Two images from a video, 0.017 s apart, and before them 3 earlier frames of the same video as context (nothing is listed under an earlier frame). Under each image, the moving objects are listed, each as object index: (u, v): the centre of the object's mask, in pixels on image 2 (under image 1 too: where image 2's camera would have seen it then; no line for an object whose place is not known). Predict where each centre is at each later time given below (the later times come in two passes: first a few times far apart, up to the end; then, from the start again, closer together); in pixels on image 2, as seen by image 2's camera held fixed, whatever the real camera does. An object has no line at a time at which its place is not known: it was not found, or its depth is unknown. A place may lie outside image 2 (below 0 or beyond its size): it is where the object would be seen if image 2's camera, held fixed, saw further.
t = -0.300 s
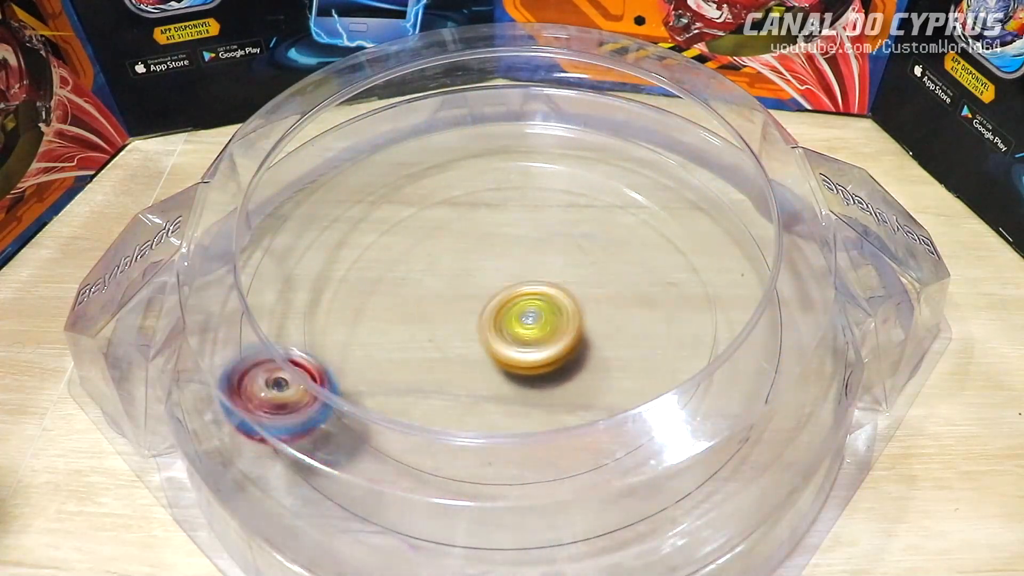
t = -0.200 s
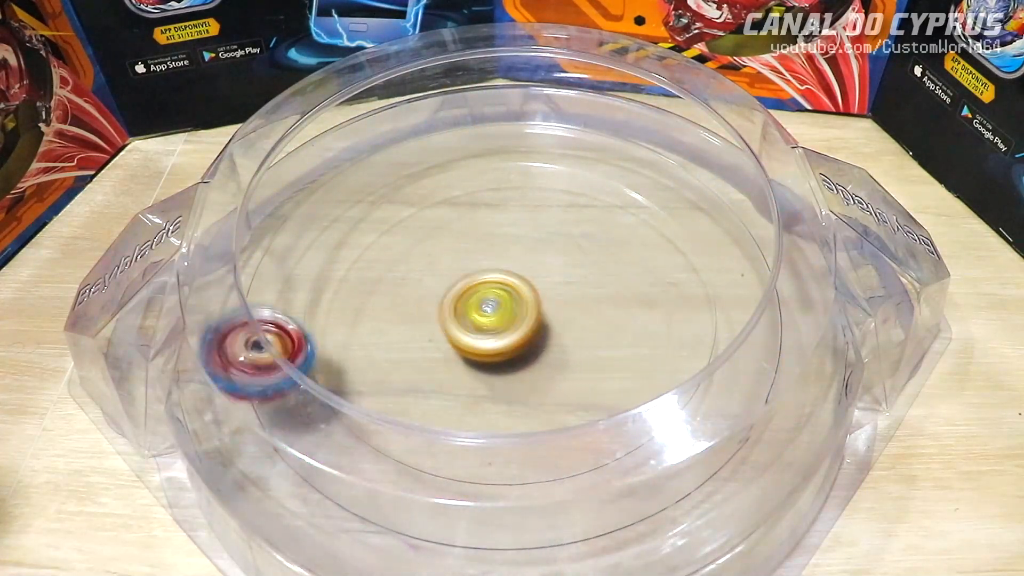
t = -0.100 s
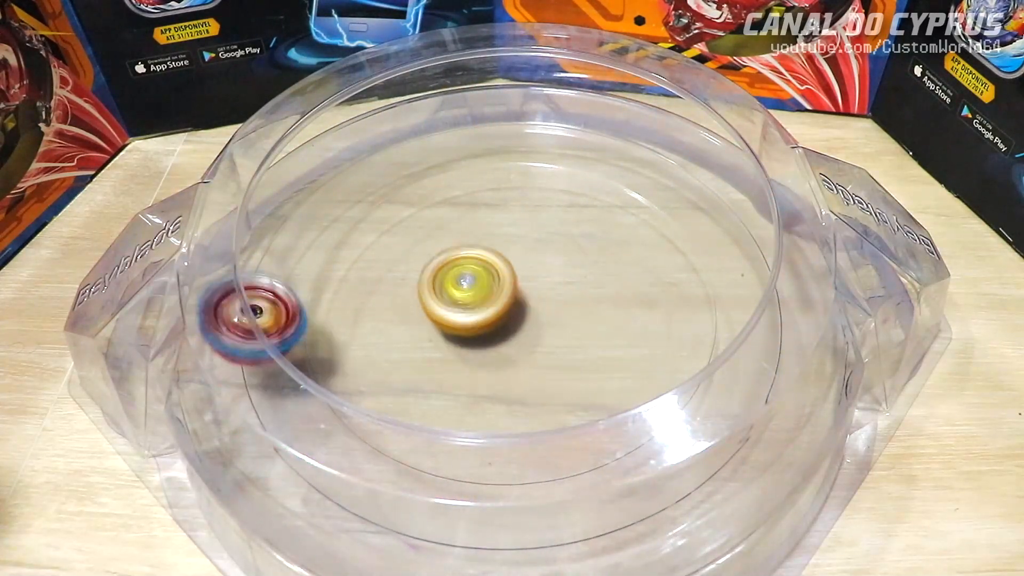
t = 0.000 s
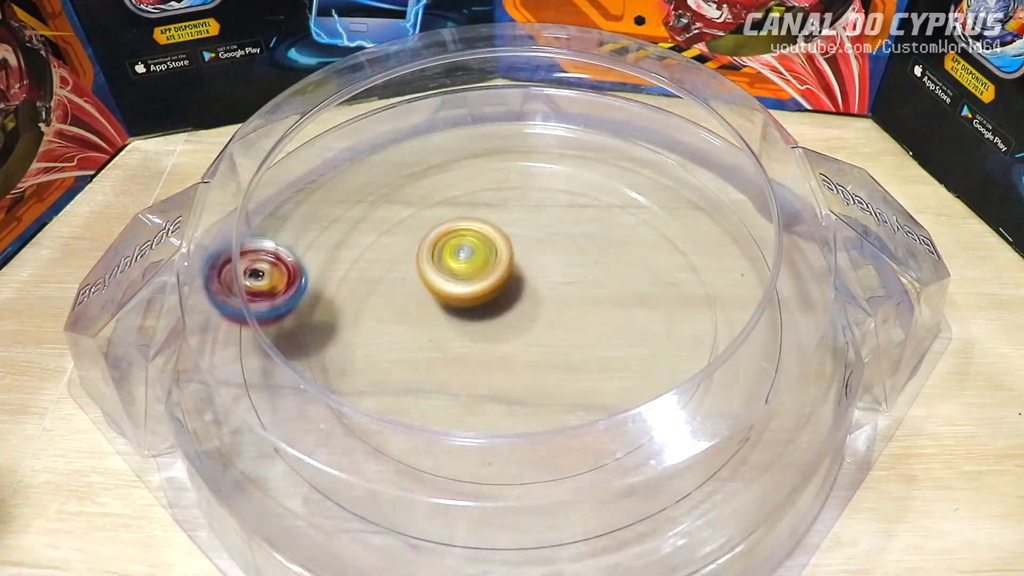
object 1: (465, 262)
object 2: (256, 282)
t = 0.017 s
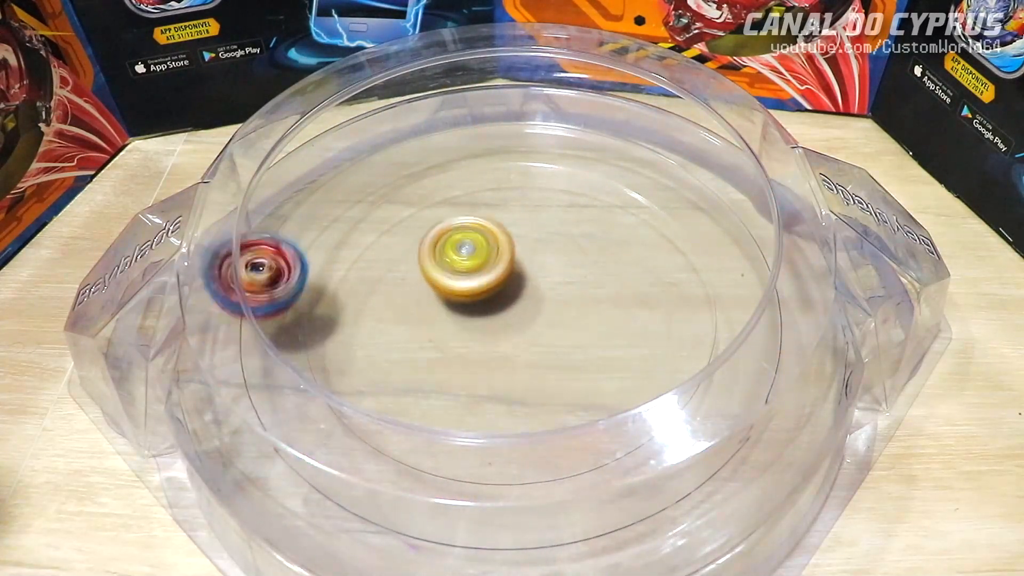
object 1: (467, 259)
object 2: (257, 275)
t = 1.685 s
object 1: (475, 331)
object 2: (749, 279)
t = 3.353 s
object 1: (480, 341)
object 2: (284, 250)
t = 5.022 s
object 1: (448, 258)
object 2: (546, 287)
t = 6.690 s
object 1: (540, 207)
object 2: (548, 339)
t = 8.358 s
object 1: (473, 270)
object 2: (568, 305)
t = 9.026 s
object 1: (449, 288)
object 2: (582, 316)
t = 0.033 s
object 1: (469, 254)
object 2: (258, 268)
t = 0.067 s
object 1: (475, 246)
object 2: (262, 255)
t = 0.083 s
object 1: (478, 243)
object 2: (264, 247)
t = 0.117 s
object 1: (487, 238)
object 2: (267, 238)
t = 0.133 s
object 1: (492, 235)
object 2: (271, 235)
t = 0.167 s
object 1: (501, 233)
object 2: (277, 229)
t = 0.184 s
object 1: (507, 234)
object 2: (283, 225)
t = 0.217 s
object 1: (516, 237)
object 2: (287, 216)
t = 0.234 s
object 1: (522, 239)
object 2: (290, 210)
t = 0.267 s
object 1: (531, 247)
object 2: (300, 200)
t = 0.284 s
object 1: (535, 251)
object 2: (305, 194)
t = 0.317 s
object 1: (541, 261)
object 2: (315, 185)
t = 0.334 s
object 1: (544, 267)
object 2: (321, 180)
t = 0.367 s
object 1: (544, 278)
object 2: (331, 171)
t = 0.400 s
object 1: (543, 290)
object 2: (343, 162)
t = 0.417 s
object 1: (540, 296)
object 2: (348, 157)
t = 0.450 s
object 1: (535, 306)
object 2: (360, 149)
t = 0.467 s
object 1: (530, 311)
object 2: (366, 145)
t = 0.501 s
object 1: (522, 319)
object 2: (378, 138)
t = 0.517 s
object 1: (515, 322)
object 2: (383, 135)
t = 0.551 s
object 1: (505, 328)
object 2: (393, 133)
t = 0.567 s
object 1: (498, 330)
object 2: (396, 132)
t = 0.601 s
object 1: (487, 334)
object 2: (404, 130)
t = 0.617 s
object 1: (481, 334)
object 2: (409, 129)
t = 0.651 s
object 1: (468, 334)
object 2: (421, 126)
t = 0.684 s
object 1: (457, 332)
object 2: (435, 123)
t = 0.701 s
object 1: (450, 331)
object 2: (443, 121)
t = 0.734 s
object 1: (441, 326)
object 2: (457, 120)
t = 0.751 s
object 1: (436, 323)
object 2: (465, 118)
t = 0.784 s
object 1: (429, 317)
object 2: (479, 117)
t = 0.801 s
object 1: (426, 312)
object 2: (487, 115)
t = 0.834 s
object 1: (423, 304)
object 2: (502, 115)
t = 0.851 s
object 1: (423, 300)
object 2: (509, 114)
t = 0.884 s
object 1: (427, 293)
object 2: (524, 115)
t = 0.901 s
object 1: (430, 290)
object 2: (531, 114)
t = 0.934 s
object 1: (438, 282)
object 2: (546, 115)
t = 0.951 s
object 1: (444, 279)
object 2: (553, 116)
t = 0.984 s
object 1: (456, 275)
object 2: (568, 116)
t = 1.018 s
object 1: (471, 274)
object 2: (583, 120)
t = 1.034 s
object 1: (477, 273)
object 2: (591, 120)
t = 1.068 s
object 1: (492, 275)
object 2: (605, 123)
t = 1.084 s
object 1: (499, 276)
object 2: (612, 124)
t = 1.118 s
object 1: (512, 281)
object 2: (626, 126)
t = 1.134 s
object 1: (518, 283)
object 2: (633, 129)
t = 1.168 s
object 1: (529, 288)
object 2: (642, 133)
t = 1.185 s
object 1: (534, 291)
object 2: (643, 135)
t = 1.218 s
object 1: (542, 298)
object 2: (646, 139)
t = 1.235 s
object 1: (546, 302)
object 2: (650, 141)
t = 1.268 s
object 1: (552, 310)
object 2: (658, 147)
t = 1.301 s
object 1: (556, 319)
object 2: (669, 155)
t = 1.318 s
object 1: (557, 323)
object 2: (674, 159)
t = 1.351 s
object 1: (557, 331)
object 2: (684, 167)
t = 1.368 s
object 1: (556, 335)
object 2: (689, 172)
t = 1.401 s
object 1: (551, 343)
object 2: (698, 182)
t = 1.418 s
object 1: (549, 346)
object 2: (703, 187)
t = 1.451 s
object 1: (541, 353)
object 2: (711, 196)
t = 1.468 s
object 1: (537, 356)
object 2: (715, 202)
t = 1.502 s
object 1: (526, 359)
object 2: (721, 213)
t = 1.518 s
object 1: (521, 360)
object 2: (725, 218)
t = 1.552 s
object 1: (508, 359)
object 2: (729, 230)
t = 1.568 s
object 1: (503, 358)
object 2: (732, 236)
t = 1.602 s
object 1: (492, 353)
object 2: (739, 247)
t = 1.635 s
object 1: (483, 345)
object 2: (736, 260)
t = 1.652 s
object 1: (480, 341)
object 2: (737, 264)
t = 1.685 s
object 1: (475, 331)
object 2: (749, 279)
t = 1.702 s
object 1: (475, 326)
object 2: (750, 284)
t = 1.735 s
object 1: (475, 315)
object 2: (754, 298)
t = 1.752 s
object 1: (476, 310)
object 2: (753, 305)
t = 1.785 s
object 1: (481, 300)
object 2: (756, 319)
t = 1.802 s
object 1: (483, 295)
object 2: (756, 327)
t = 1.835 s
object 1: (490, 287)
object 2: (756, 341)
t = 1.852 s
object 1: (494, 283)
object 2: (755, 349)
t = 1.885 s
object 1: (504, 276)
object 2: (752, 362)
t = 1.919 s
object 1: (514, 270)
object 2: (749, 376)
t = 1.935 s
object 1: (519, 267)
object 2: (747, 384)
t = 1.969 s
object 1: (529, 263)
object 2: (737, 395)
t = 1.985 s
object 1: (535, 262)
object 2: (736, 397)
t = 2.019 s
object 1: (545, 260)
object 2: (730, 400)
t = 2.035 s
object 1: (551, 260)
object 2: (730, 402)
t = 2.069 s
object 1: (561, 261)
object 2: (723, 412)
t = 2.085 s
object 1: (567, 262)
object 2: (720, 416)
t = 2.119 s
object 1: (575, 266)
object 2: (694, 430)
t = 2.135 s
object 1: (579, 270)
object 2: (685, 435)
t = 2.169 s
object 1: (584, 276)
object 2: (670, 445)
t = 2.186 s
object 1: (585, 281)
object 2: (661, 449)
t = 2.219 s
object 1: (586, 289)
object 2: (644, 458)
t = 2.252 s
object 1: (581, 298)
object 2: (623, 468)
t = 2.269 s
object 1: (578, 303)
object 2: (615, 470)
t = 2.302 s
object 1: (569, 311)
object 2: (598, 475)
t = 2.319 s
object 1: (562, 315)
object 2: (590, 479)
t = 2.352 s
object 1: (550, 320)
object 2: (567, 482)
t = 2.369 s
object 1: (543, 321)
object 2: (560, 485)
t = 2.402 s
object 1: (529, 323)
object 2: (538, 489)
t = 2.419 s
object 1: (522, 323)
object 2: (528, 488)
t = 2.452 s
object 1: (509, 321)
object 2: (508, 489)
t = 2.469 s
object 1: (503, 320)
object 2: (496, 488)
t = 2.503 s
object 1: (490, 315)
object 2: (477, 489)
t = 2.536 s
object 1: (480, 310)
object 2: (457, 486)
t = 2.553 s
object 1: (476, 306)
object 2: (446, 486)
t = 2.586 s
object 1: (468, 299)
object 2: (426, 483)
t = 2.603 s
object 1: (466, 295)
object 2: (418, 481)
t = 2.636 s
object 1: (460, 286)
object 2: (397, 474)
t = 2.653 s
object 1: (459, 283)
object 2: (391, 470)
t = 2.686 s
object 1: (458, 274)
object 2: (372, 463)
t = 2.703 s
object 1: (458, 270)
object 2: (366, 458)
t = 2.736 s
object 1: (460, 262)
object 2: (350, 451)
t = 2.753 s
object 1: (462, 258)
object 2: (340, 444)
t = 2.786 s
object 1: (468, 251)
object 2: (327, 436)
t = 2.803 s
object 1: (472, 248)
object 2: (319, 432)
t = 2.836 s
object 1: (480, 244)
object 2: (307, 422)
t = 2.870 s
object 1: (490, 242)
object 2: (295, 409)
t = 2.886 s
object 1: (496, 242)
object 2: (290, 406)
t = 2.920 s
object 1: (506, 245)
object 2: (279, 394)
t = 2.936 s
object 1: (512, 248)
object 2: (276, 389)
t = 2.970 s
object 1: (521, 254)
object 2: (268, 378)
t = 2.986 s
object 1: (525, 259)
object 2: (265, 371)
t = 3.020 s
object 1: (532, 268)
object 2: (258, 359)
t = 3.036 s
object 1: (533, 273)
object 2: (254, 352)
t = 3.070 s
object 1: (535, 284)
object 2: (253, 344)
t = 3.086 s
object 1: (536, 288)
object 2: (255, 342)
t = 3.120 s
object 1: (534, 298)
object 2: (256, 332)
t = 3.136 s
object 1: (533, 303)
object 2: (257, 328)
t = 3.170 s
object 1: (529, 313)
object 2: (258, 315)
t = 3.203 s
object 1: (522, 321)
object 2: (259, 303)
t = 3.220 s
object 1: (519, 324)
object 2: (261, 296)
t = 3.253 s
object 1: (510, 331)
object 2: (265, 285)
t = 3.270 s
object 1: (506, 334)
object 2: (267, 277)
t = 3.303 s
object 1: (496, 338)
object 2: (272, 266)
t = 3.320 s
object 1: (490, 340)
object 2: (275, 261)
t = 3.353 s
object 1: (480, 341)
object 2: (284, 250)
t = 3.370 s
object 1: (475, 341)
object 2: (287, 245)
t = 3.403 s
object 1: (464, 340)
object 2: (293, 234)
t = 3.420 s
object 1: (459, 338)
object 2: (296, 229)
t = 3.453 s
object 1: (450, 335)
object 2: (305, 219)
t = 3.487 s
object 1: (443, 330)
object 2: (314, 210)
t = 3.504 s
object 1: (441, 326)
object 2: (318, 206)
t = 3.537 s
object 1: (438, 318)
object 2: (328, 198)
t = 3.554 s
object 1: (438, 314)
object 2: (333, 194)
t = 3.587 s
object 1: (441, 307)
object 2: (344, 187)
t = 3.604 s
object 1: (442, 303)
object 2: (350, 182)
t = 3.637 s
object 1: (449, 296)
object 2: (361, 176)
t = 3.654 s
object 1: (454, 293)
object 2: (367, 173)
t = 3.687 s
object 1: (464, 288)
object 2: (379, 167)
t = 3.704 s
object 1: (471, 286)
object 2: (385, 165)
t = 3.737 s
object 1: (483, 284)
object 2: (397, 160)
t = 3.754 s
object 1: (489, 283)
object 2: (404, 157)
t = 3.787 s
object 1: (502, 282)
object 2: (416, 153)
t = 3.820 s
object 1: (514, 283)
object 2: (429, 152)
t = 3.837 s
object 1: (520, 284)
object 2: (435, 150)
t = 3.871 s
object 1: (532, 287)
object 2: (444, 151)
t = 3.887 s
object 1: (536, 288)
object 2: (448, 152)
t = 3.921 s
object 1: (546, 292)
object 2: (453, 158)
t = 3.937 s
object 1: (550, 294)
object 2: (454, 162)
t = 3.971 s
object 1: (557, 300)
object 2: (462, 171)
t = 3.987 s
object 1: (561, 302)
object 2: (467, 177)
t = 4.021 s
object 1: (565, 309)
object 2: (476, 189)
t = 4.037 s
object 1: (567, 312)
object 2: (481, 195)
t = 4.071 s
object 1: (569, 320)
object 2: (490, 209)
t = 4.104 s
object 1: (567, 326)
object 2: (499, 224)
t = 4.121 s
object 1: (565, 330)
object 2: (502, 231)
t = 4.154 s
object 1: (560, 336)
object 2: (509, 246)
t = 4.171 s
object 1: (557, 338)
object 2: (512, 254)
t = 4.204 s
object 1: (550, 347)
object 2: (517, 264)
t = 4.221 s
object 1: (548, 354)
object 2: (518, 264)
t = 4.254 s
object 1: (542, 364)
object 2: (515, 263)
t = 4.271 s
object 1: (538, 367)
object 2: (514, 264)
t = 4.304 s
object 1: (528, 371)
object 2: (513, 270)
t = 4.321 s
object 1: (523, 373)
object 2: (512, 273)
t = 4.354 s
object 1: (512, 375)
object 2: (512, 282)
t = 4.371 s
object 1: (506, 374)
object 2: (511, 287)
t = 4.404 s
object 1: (493, 374)
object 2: (516, 293)
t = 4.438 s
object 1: (475, 381)
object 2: (521, 295)
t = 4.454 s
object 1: (467, 382)
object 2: (523, 295)
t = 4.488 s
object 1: (455, 383)
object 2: (525, 296)
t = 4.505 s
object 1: (449, 381)
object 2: (524, 297)
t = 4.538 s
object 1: (439, 378)
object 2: (525, 297)
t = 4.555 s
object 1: (434, 375)
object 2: (525, 298)
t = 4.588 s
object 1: (426, 368)
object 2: (526, 298)
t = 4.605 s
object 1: (423, 364)
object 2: (526, 298)
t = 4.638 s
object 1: (418, 356)
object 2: (525, 298)
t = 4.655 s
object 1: (417, 351)
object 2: (525, 299)
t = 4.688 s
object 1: (416, 341)
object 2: (526, 298)
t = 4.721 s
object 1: (419, 330)
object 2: (526, 299)
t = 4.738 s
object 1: (421, 326)
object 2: (524, 299)
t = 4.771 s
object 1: (418, 316)
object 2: (531, 297)
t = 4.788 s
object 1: (413, 312)
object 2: (538, 296)
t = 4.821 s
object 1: (408, 302)
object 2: (545, 293)
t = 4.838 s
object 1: (408, 297)
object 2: (546, 292)
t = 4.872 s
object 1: (411, 289)
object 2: (546, 291)
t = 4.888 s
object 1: (413, 285)
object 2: (547, 290)
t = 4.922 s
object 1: (420, 277)
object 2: (547, 288)
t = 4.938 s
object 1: (424, 273)
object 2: (546, 289)
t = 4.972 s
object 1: (433, 267)
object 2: (546, 288)
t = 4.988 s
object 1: (438, 264)
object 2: (545, 288)
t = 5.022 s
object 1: (448, 258)
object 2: (546, 287)
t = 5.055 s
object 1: (456, 254)
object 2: (548, 288)
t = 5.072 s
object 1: (461, 253)
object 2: (549, 291)
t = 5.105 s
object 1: (460, 244)
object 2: (558, 295)
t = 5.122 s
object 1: (461, 241)
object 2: (561, 295)
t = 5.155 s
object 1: (466, 236)
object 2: (567, 298)
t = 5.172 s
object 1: (469, 234)
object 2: (570, 298)
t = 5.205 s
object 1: (477, 230)
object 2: (574, 299)
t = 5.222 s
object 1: (481, 229)
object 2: (573, 300)
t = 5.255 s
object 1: (491, 229)
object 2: (573, 300)
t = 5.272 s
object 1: (495, 229)
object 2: (574, 301)
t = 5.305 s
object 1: (505, 231)
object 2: (573, 301)
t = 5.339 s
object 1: (514, 235)
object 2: (572, 301)
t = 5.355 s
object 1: (517, 236)
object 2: (571, 302)
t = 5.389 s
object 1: (516, 232)
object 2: (572, 308)
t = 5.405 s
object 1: (515, 231)
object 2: (570, 309)
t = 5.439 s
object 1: (516, 230)
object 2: (562, 312)
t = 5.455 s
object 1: (518, 231)
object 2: (557, 315)
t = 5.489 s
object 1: (521, 233)
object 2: (546, 318)
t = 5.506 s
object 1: (522, 234)
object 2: (542, 321)
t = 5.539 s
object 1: (525, 238)
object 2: (532, 325)
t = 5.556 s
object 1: (525, 238)
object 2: (529, 330)
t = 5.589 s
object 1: (527, 239)
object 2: (516, 339)
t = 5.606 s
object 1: (528, 240)
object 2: (510, 343)
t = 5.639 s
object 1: (528, 243)
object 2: (501, 347)
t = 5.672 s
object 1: (528, 248)
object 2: (494, 351)
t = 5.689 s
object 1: (527, 250)
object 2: (490, 352)
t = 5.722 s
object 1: (526, 257)
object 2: (481, 355)
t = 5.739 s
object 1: (525, 260)
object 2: (477, 356)
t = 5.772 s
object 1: (522, 268)
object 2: (469, 357)
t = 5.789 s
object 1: (519, 271)
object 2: (464, 356)
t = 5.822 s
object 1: (515, 277)
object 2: (459, 354)
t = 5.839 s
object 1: (513, 279)
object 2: (458, 353)
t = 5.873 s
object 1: (508, 284)
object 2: (451, 351)
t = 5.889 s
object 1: (508, 281)
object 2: (447, 354)
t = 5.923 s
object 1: (509, 274)
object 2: (436, 356)
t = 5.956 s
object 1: (510, 273)
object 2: (434, 354)
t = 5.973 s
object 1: (510, 273)
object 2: (431, 353)
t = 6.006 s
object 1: (510, 273)
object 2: (431, 350)
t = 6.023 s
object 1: (511, 274)
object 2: (432, 349)
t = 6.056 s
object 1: (511, 275)
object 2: (433, 346)
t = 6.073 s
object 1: (510, 276)
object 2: (434, 344)
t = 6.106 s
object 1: (510, 277)
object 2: (437, 339)
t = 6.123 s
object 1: (509, 279)
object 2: (438, 335)
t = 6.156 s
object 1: (519, 255)
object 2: (425, 353)
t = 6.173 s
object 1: (527, 243)
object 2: (422, 364)
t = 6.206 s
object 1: (538, 218)
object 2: (416, 379)
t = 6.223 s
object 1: (542, 208)
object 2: (414, 382)
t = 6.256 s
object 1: (550, 194)
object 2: (417, 388)
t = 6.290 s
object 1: (555, 185)
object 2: (422, 391)
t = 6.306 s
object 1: (555, 183)
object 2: (425, 394)
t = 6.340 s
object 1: (558, 179)
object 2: (431, 395)
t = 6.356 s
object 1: (559, 179)
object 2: (435, 394)
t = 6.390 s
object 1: (560, 177)
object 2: (445, 395)
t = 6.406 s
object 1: (560, 178)
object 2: (447, 395)
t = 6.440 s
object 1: (561, 178)
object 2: (458, 395)
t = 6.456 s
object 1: (560, 179)
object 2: (465, 393)
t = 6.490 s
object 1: (559, 181)
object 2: (478, 390)
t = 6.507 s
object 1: (558, 181)
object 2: (484, 388)
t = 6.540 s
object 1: (555, 183)
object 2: (498, 382)
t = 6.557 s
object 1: (553, 184)
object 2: (505, 378)
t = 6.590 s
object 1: (549, 188)
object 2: (519, 369)
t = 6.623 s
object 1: (545, 193)
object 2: (530, 359)
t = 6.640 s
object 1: (544, 196)
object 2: (535, 354)
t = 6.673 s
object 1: (540, 203)
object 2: (544, 344)
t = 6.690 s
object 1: (540, 207)
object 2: (548, 339)
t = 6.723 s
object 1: (536, 215)
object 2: (557, 329)
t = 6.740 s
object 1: (536, 219)
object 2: (560, 324)
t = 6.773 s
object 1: (532, 228)
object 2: (566, 313)
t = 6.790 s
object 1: (531, 231)
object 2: (570, 309)
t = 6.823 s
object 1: (526, 237)
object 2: (578, 309)
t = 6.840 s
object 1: (523, 237)
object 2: (582, 311)
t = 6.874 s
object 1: (515, 239)
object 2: (592, 316)
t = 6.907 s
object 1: (510, 244)
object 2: (596, 320)
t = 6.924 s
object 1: (508, 247)
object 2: (598, 321)
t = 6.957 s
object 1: (509, 256)
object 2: (599, 321)
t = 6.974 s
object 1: (510, 260)
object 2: (599, 320)
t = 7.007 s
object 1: (511, 268)
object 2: (598, 319)
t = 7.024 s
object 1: (512, 271)
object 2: (598, 319)
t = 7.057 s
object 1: (513, 277)
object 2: (594, 318)
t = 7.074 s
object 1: (512, 279)
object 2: (592, 318)
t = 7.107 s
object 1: (492, 275)
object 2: (616, 330)
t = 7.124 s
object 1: (478, 274)
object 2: (632, 332)
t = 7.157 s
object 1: (449, 263)
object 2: (651, 341)
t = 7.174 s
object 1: (435, 258)
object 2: (662, 344)
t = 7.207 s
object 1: (415, 252)
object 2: (671, 345)
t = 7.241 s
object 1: (403, 248)
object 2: (682, 348)
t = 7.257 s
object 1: (399, 247)
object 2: (682, 350)
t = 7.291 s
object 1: (397, 246)
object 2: (674, 352)
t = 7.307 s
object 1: (397, 245)
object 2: (671, 352)
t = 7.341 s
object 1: (396, 245)
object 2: (661, 354)
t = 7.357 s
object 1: (397, 245)
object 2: (655, 354)
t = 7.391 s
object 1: (398, 247)
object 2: (643, 354)
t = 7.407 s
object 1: (401, 248)
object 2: (638, 353)
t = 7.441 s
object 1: (406, 251)
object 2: (622, 351)
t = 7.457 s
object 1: (408, 252)
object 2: (615, 350)
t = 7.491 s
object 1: (416, 255)
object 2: (601, 345)
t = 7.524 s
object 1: (423, 258)
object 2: (585, 339)
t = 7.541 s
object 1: (427, 259)
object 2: (578, 336)
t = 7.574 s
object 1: (436, 262)
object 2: (562, 326)
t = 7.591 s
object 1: (441, 264)
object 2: (555, 323)
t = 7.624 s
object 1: (452, 267)
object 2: (540, 312)
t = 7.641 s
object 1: (449, 266)
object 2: (539, 309)
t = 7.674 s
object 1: (446, 262)
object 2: (546, 302)
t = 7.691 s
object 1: (444, 264)
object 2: (549, 303)
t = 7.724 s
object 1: (443, 265)
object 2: (552, 298)
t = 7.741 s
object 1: (445, 265)
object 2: (552, 295)
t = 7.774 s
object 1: (450, 267)
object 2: (555, 295)
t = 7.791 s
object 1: (453, 267)
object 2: (553, 292)
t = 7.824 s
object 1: (452, 264)
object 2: (562, 297)
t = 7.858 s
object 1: (449, 260)
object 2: (572, 294)
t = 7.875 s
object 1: (448, 259)
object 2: (578, 292)
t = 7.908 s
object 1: (448, 257)
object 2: (587, 296)
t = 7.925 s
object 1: (449, 255)
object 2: (588, 296)
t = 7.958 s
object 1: (448, 253)
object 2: (592, 295)
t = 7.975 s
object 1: (448, 252)
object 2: (592, 296)
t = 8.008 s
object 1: (452, 253)
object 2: (590, 296)
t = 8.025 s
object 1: (454, 253)
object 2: (589, 297)
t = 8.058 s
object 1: (457, 254)
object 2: (587, 295)
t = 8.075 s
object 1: (459, 255)
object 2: (586, 296)
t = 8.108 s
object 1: (465, 258)
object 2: (583, 297)
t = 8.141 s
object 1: (472, 260)
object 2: (577, 300)
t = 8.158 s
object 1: (474, 262)
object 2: (574, 300)
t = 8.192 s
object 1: (480, 264)
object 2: (569, 303)
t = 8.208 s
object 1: (482, 264)
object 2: (567, 303)
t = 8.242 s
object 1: (479, 264)
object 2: (569, 303)
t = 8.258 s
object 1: (476, 265)
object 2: (568, 302)
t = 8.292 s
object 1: (472, 267)
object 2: (571, 303)
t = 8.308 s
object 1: (471, 268)
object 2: (569, 303)
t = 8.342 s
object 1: (473, 270)
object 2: (566, 303)
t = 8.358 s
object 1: (473, 270)
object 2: (568, 305)
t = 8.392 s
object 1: (469, 270)
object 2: (569, 306)
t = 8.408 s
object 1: (469, 272)
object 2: (569, 307)
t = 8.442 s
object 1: (474, 275)
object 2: (572, 306)
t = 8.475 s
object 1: (478, 277)
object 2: (569, 306)
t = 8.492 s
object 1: (477, 277)
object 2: (571, 306)
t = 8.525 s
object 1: (473, 279)
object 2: (572, 305)
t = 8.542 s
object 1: (471, 280)
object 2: (574, 305)
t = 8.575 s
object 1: (472, 284)
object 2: (570, 308)
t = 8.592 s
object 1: (473, 286)
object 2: (571, 308)
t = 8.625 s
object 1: (473, 286)
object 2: (574, 311)
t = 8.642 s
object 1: (473, 286)
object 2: (574, 311)
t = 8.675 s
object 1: (473, 288)
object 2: (572, 314)
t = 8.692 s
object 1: (474, 289)
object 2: (573, 314)
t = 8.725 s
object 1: (475, 290)
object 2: (571, 316)
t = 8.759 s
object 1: (474, 291)
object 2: (573, 316)
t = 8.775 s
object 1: (472, 291)
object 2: (571, 316)
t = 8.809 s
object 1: (471, 294)
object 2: (573, 316)
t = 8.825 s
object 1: (471, 295)
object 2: (573, 316)
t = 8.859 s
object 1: (471, 297)
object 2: (578, 316)
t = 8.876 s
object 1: (472, 297)
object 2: (577, 317)
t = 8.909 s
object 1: (474, 297)
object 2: (573, 315)
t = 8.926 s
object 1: (472, 296)
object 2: (574, 315)
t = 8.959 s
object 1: (459, 289)
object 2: (581, 314)
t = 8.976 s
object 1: (454, 288)
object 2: (583, 315)
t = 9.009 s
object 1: (449, 287)
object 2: (582, 317)
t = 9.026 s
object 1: (449, 288)
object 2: (582, 316)
